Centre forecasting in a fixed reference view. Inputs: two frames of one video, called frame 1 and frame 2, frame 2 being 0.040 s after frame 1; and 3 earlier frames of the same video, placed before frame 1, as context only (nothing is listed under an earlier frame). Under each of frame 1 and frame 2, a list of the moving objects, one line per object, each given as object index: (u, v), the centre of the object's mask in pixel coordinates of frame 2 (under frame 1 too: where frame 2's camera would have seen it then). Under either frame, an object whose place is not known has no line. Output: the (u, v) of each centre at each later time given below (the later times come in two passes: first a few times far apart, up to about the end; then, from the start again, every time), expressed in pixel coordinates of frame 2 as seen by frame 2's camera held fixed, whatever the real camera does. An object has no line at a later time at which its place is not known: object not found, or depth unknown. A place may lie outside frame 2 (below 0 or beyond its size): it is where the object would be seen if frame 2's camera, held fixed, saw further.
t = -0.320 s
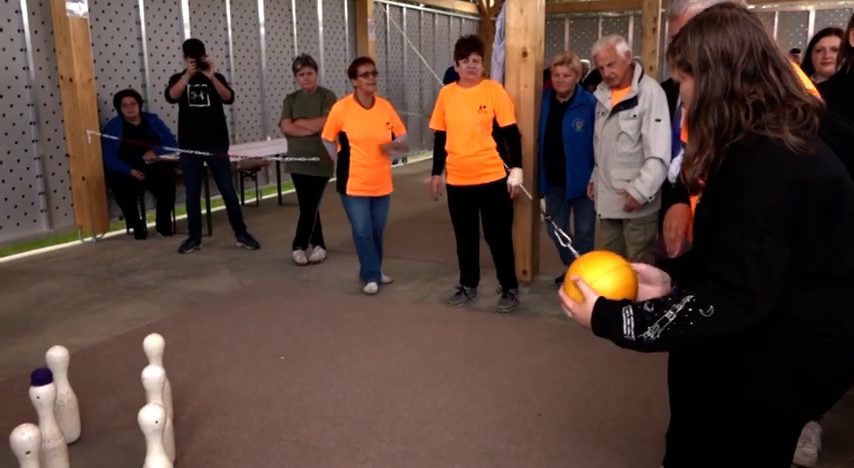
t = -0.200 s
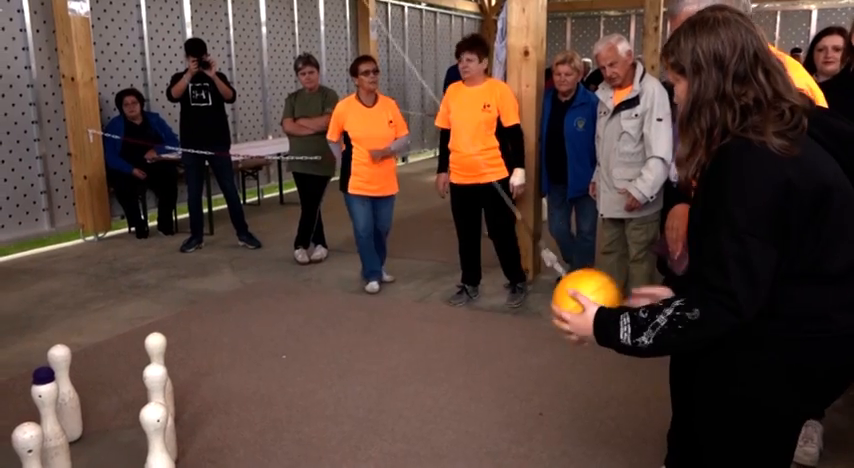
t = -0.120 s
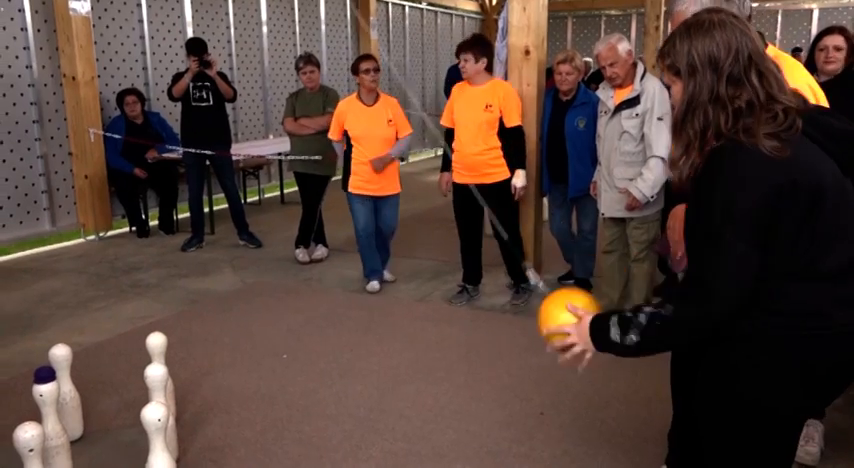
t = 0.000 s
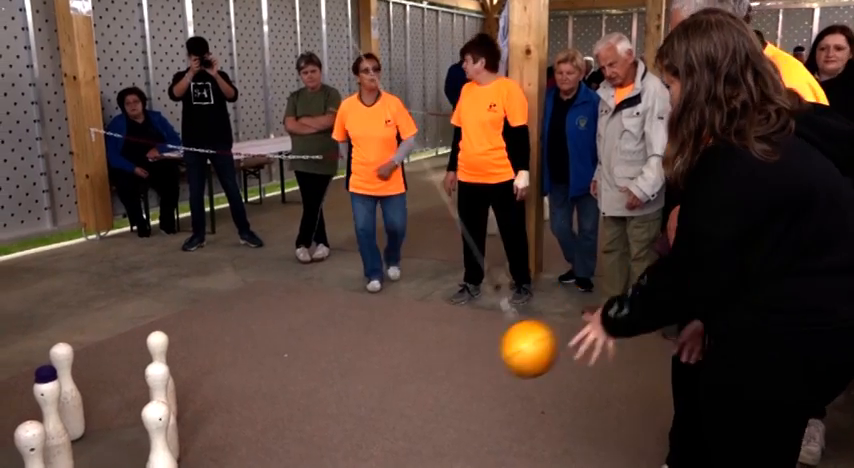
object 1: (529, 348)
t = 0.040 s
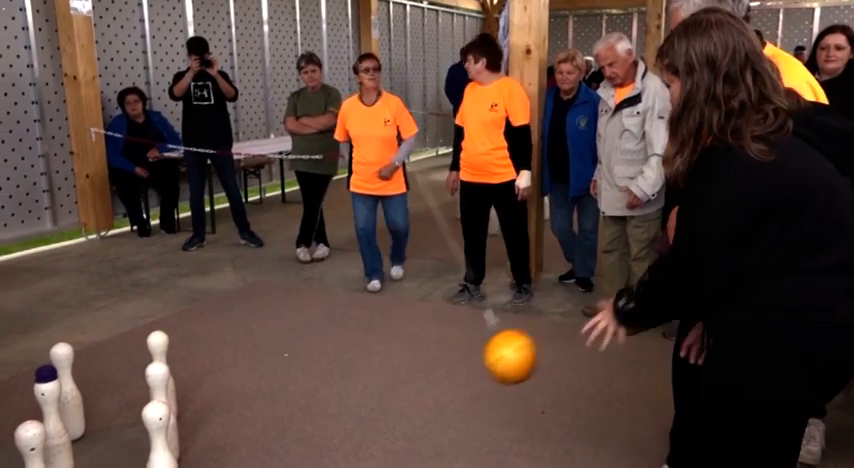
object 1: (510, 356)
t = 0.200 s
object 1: (428, 378)
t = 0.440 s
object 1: (298, 362)
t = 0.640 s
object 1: (198, 314)
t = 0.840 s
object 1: (115, 253)
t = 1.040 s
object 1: (48, 199)
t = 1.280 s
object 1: (-13, 162)
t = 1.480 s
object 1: (-44, 169)
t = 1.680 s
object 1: (-56, 213)
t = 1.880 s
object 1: (-38, 286)
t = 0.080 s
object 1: (491, 364)
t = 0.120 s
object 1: (471, 370)
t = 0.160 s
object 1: (451, 375)
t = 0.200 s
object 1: (428, 378)
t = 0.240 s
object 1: (407, 380)
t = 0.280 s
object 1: (384, 379)
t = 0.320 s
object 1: (363, 377)
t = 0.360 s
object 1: (341, 374)
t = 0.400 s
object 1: (319, 369)
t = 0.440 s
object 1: (298, 362)
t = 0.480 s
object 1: (277, 354)
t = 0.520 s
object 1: (257, 346)
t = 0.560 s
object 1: (236, 336)
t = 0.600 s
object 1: (217, 326)
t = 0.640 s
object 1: (198, 314)
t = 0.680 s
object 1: (180, 302)
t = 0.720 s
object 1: (162, 290)
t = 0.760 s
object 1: (146, 278)
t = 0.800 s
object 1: (130, 265)
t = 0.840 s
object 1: (115, 253)
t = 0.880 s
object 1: (101, 241)
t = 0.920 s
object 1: (86, 229)
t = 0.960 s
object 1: (72, 218)
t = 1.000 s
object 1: (60, 208)
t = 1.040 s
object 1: (48, 199)
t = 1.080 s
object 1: (36, 190)
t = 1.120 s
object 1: (26, 182)
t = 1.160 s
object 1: (15, 175)
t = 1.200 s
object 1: (5, 170)
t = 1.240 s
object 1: (-4, 166)
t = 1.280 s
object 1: (-13, 162)
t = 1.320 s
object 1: (-20, 161)
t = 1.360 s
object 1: (-27, 161)
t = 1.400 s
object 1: (-34, 162)
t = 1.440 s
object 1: (-39, 165)
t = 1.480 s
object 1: (-44, 169)
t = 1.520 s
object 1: (-49, 175)
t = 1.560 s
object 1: (-52, 183)
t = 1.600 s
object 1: (-54, 192)
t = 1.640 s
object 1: (-55, 202)
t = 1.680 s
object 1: (-56, 213)
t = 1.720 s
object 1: (-55, 226)
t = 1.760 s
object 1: (-52, 240)
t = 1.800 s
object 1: (-48, 254)
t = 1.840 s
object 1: (-44, 270)
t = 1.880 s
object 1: (-38, 286)
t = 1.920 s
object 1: (-30, 304)
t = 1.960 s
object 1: (-21, 321)
